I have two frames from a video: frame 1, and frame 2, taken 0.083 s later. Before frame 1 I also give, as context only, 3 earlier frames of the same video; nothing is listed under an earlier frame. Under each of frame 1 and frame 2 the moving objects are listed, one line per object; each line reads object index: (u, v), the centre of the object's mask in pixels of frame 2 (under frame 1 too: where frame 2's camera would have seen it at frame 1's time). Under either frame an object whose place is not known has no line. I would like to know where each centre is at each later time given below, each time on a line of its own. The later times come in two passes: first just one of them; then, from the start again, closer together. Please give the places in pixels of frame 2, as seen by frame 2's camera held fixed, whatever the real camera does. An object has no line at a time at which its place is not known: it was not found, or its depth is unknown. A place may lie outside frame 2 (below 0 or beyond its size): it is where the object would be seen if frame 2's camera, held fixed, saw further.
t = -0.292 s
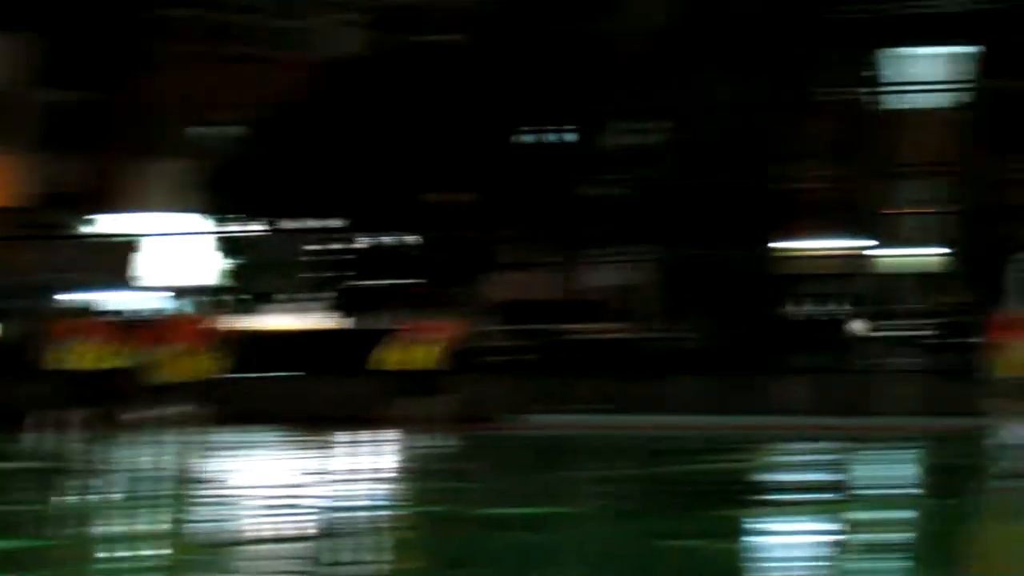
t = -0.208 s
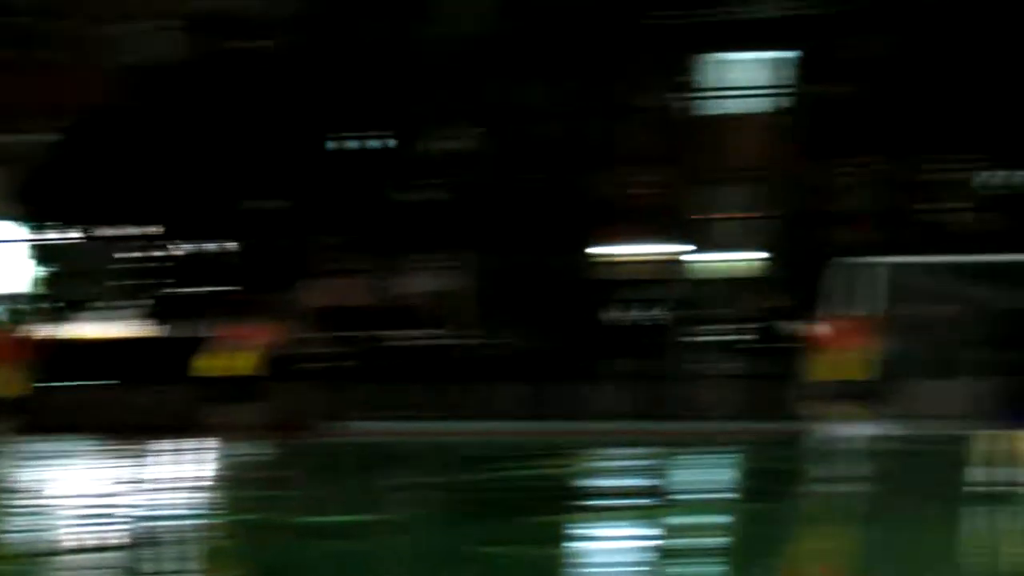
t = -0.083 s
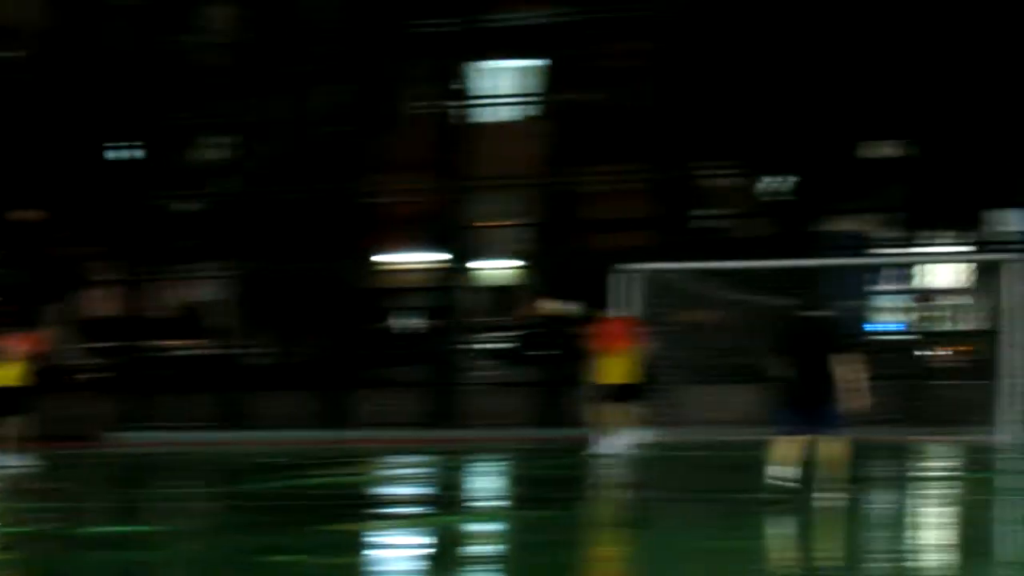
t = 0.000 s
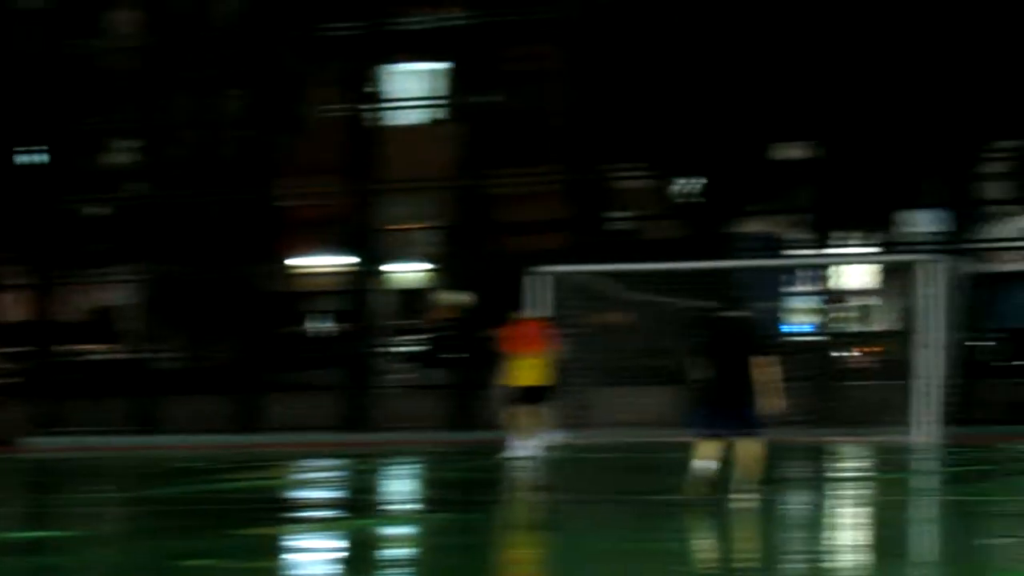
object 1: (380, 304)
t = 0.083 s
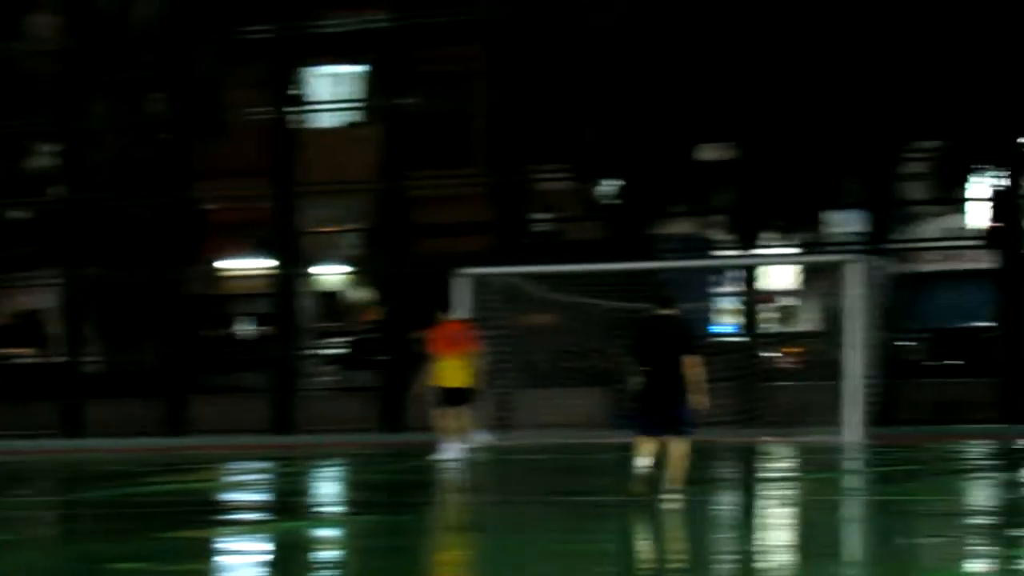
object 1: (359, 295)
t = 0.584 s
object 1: (235, 403)
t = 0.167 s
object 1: (336, 293)
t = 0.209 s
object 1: (321, 298)
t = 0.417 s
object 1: (270, 338)
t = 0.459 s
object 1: (261, 351)
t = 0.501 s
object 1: (252, 366)
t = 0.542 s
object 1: (244, 383)
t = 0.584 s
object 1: (235, 403)
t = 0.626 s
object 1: (227, 423)
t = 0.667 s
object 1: (217, 450)
